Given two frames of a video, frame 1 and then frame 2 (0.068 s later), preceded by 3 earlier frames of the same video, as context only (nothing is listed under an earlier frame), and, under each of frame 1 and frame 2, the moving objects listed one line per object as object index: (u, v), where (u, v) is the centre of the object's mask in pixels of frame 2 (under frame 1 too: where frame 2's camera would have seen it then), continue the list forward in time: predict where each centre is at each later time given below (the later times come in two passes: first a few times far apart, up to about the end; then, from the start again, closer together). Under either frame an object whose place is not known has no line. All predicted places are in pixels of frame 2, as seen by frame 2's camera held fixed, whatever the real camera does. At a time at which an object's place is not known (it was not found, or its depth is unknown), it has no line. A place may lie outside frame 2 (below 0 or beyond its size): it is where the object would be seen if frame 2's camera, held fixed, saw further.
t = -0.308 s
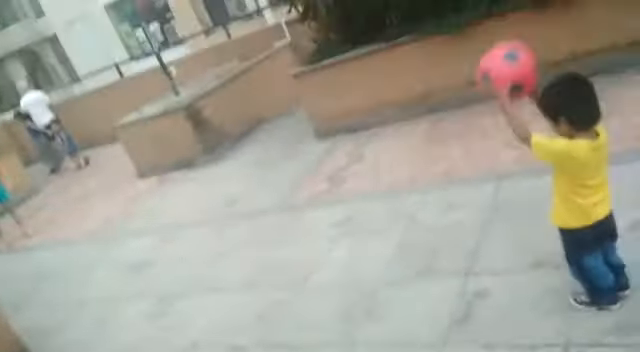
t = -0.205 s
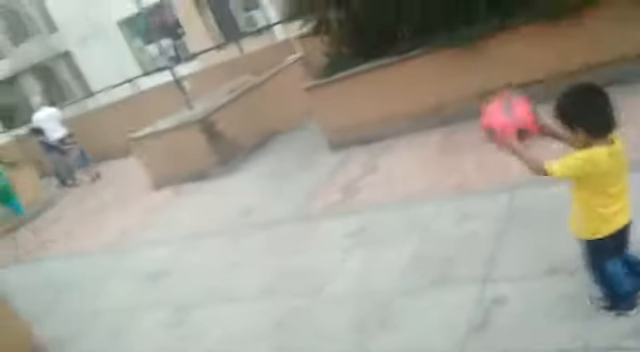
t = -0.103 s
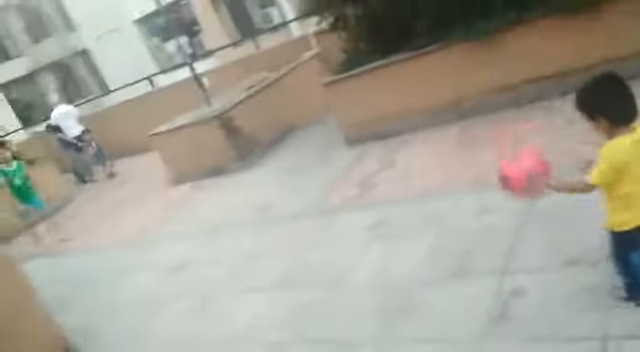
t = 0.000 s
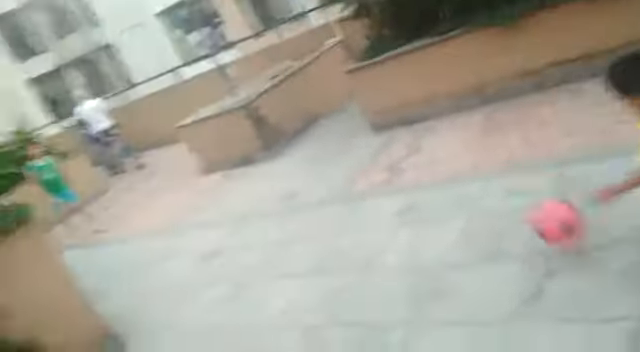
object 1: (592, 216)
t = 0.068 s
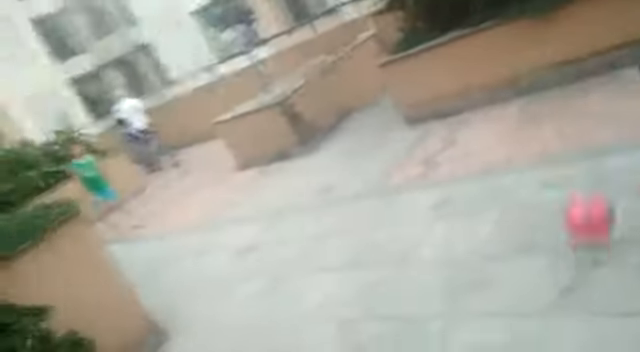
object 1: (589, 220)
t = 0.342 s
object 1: (521, 129)
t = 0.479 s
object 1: (508, 135)
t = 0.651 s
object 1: (507, 183)
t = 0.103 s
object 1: (576, 200)
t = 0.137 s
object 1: (564, 185)
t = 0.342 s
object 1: (521, 129)
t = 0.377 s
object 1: (517, 127)
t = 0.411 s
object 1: (512, 128)
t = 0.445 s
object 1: (510, 130)
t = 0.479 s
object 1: (508, 135)
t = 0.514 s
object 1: (507, 139)
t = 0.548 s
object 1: (505, 148)
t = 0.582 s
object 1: (504, 155)
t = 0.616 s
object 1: (504, 170)
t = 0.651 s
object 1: (507, 183)
